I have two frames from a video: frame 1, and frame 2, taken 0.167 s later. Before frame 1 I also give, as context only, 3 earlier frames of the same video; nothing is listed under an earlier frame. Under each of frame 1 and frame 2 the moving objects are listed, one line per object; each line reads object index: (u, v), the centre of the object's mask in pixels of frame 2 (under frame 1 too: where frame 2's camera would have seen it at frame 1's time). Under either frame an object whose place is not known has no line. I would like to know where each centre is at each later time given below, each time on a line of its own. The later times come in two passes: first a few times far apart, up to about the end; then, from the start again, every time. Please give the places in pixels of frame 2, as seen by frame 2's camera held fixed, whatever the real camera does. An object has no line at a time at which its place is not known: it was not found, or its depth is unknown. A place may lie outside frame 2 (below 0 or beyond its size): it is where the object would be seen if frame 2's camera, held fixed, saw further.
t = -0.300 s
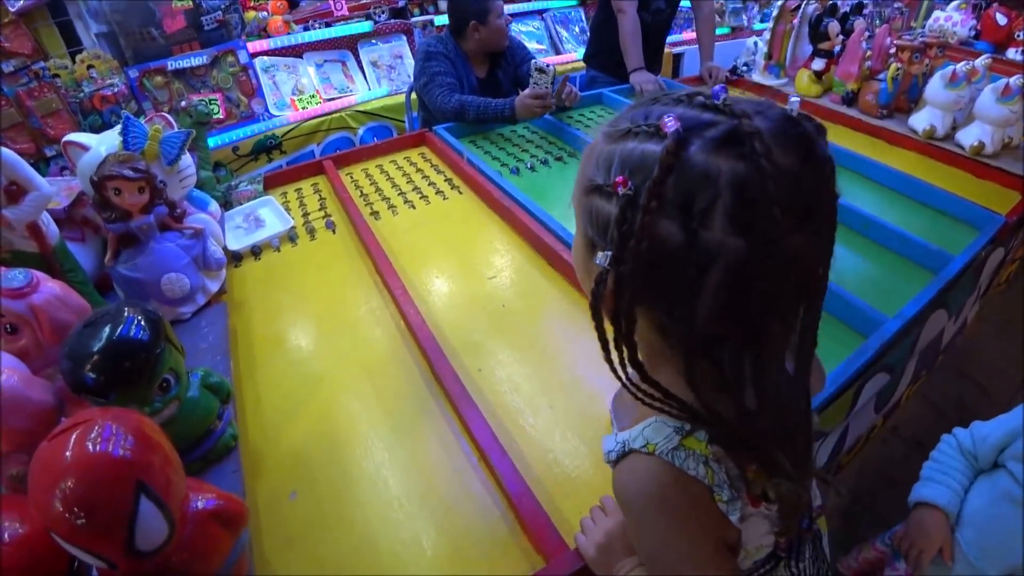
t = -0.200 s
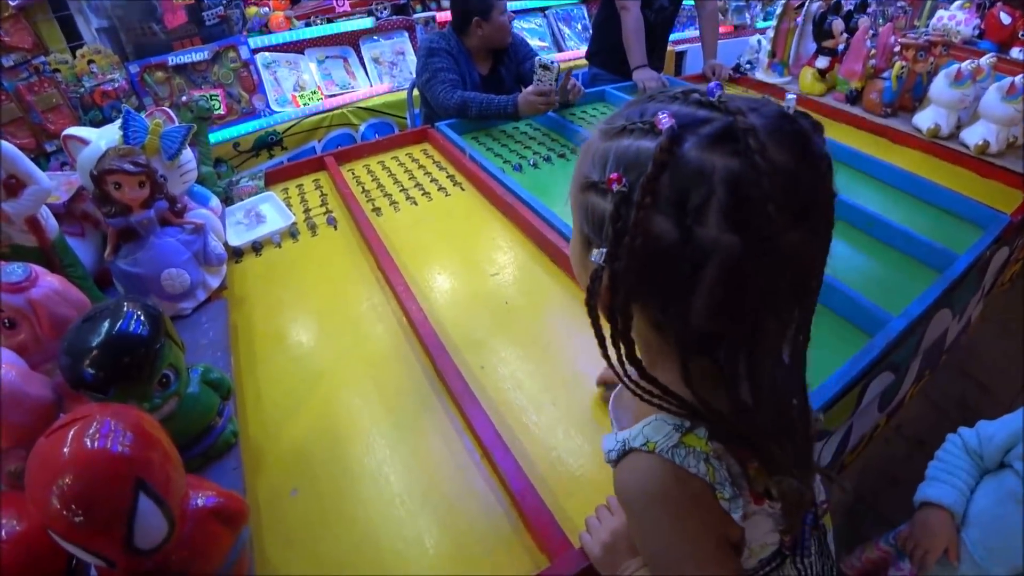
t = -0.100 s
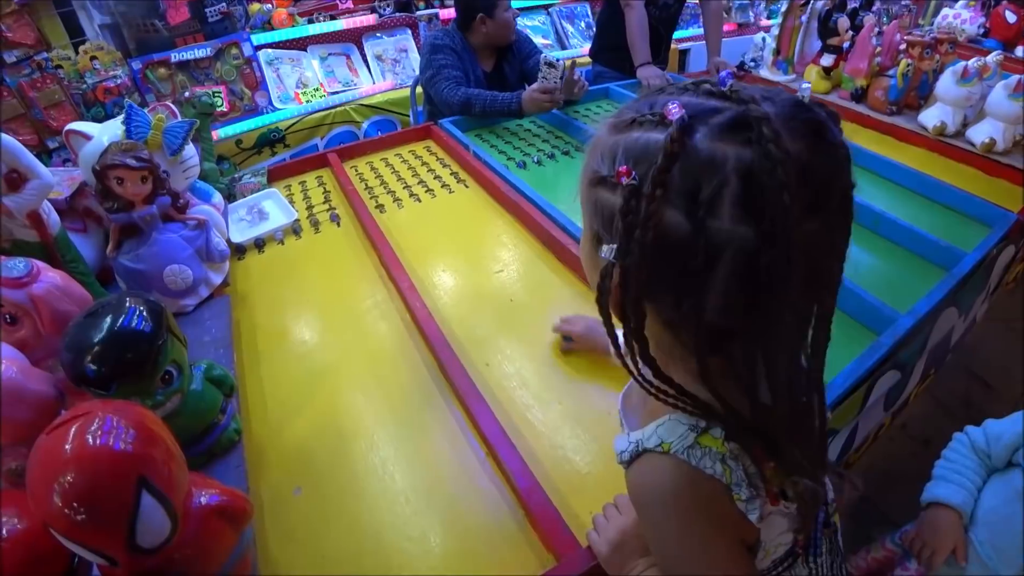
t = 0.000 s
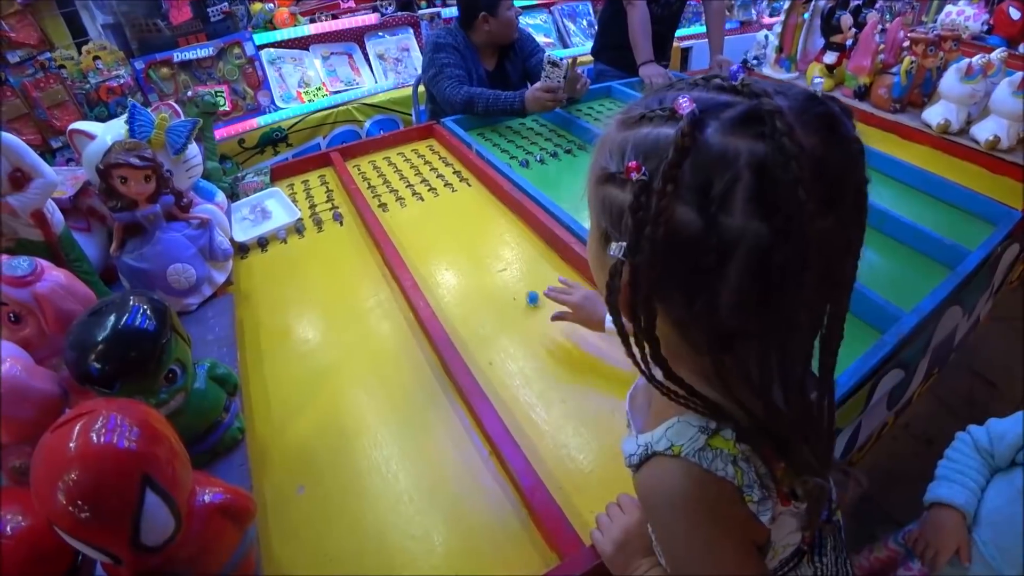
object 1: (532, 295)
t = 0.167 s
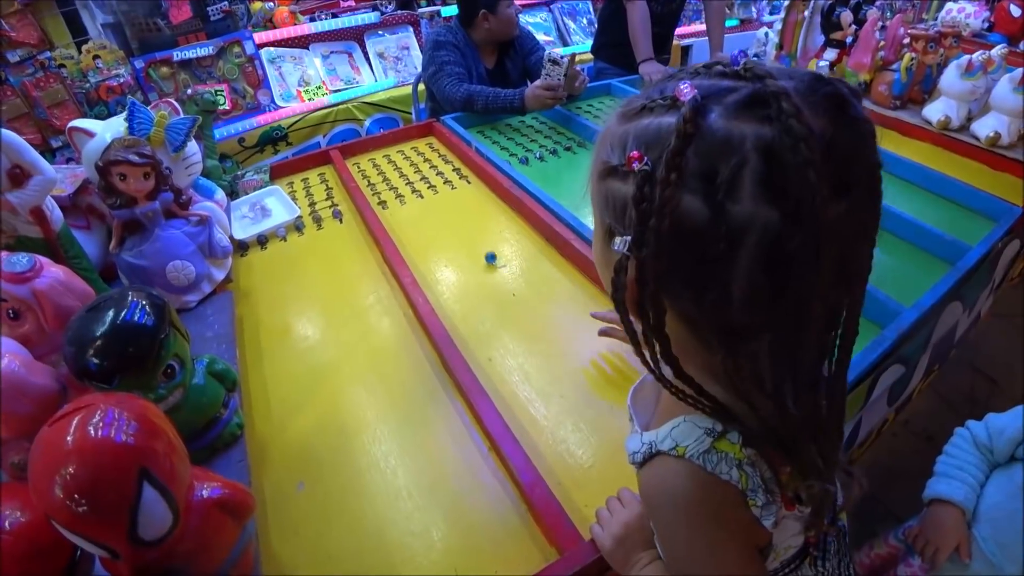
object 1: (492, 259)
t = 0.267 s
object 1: (473, 243)
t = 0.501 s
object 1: (445, 218)
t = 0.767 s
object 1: (426, 203)
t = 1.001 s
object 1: (419, 196)
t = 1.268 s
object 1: (419, 196)
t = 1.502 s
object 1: (425, 199)
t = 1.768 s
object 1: (439, 209)
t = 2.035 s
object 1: (458, 227)
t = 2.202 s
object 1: (475, 242)
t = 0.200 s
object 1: (484, 254)
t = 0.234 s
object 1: (479, 248)
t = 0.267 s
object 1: (473, 243)
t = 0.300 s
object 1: (469, 239)
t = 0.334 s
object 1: (464, 235)
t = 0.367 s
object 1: (459, 231)
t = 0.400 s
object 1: (456, 228)
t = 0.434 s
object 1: (452, 224)
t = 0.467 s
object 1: (448, 221)
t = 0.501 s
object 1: (445, 218)
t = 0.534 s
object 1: (442, 215)
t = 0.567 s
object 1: (439, 213)
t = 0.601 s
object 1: (436, 211)
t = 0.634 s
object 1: (434, 209)
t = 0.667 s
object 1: (432, 207)
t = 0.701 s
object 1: (430, 206)
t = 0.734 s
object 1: (428, 204)
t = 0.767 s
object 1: (426, 203)
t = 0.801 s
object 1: (425, 201)
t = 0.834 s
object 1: (423, 200)
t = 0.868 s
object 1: (421, 199)
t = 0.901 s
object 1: (421, 197)
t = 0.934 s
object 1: (420, 197)
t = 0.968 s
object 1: (419, 196)
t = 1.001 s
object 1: (419, 196)
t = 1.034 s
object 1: (420, 196)
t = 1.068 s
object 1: (419, 195)
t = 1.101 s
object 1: (419, 195)
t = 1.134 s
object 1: (418, 195)
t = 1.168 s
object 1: (419, 195)
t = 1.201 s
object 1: (419, 195)
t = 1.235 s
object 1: (418, 195)
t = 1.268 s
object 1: (419, 196)
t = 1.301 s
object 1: (419, 196)
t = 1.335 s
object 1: (421, 196)
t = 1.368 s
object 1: (422, 197)
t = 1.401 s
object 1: (421, 197)
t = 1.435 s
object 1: (422, 197)
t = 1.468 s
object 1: (424, 198)
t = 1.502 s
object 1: (425, 199)
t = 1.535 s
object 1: (426, 199)
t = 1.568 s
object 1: (428, 200)
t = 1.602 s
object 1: (428, 201)
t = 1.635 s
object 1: (429, 202)
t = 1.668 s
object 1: (432, 204)
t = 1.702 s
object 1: (435, 206)
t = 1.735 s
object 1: (436, 208)
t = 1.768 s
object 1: (439, 209)
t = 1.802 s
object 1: (441, 211)
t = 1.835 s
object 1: (443, 213)
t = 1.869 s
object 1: (445, 215)
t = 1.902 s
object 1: (447, 217)
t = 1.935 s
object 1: (450, 220)
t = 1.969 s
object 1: (453, 222)
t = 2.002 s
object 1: (456, 224)
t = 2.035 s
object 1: (458, 227)
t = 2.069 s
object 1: (462, 230)
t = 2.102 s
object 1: (464, 232)
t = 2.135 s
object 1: (468, 236)
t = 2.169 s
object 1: (471, 239)
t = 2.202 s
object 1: (475, 242)
